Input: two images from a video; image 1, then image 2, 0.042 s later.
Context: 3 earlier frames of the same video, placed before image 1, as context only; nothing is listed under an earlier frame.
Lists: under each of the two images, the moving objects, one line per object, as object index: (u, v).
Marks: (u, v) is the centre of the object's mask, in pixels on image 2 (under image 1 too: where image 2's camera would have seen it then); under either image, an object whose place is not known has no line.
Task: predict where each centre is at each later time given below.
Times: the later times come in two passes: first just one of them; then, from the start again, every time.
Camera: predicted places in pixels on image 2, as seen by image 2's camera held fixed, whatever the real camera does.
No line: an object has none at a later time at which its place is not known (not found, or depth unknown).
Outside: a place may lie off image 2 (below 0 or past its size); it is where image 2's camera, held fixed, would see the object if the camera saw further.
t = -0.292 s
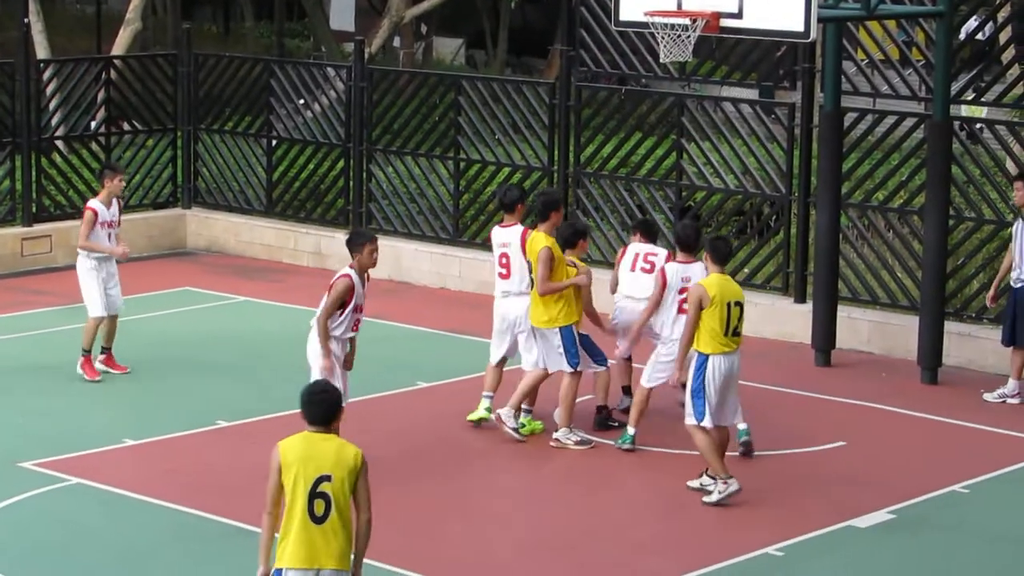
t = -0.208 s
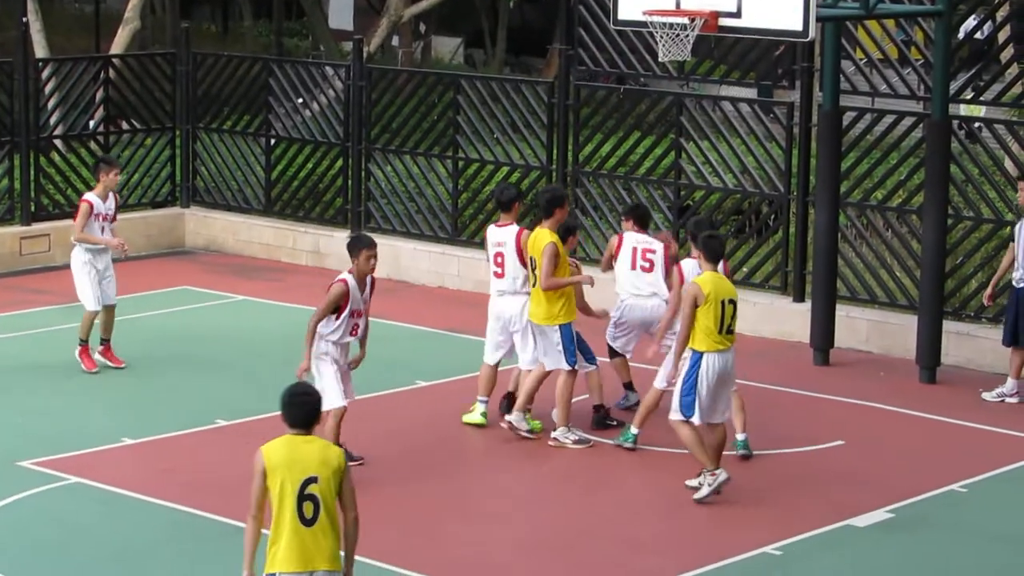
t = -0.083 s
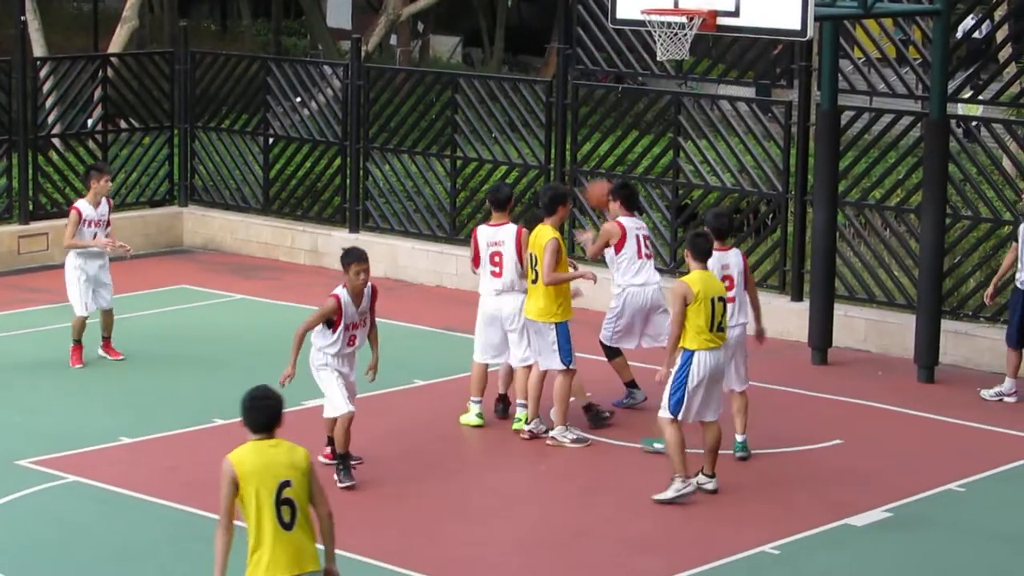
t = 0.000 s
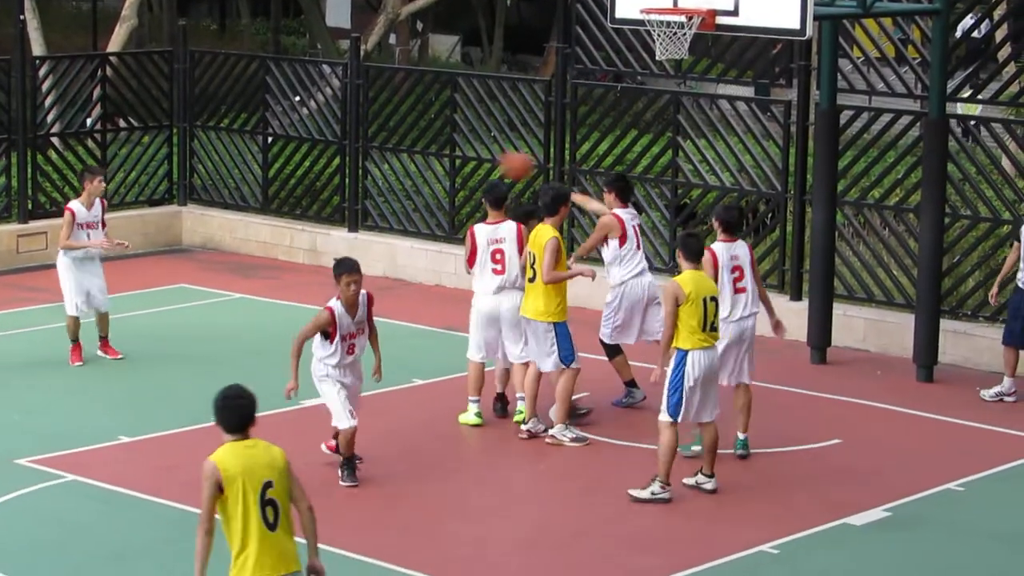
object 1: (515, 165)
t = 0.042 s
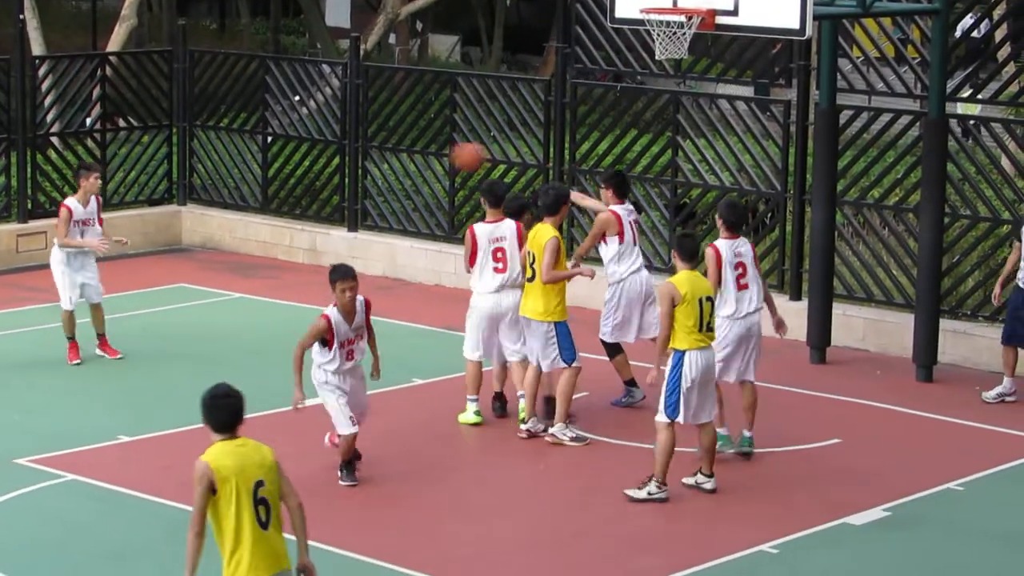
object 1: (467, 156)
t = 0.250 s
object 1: (242, 148)
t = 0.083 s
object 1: (422, 150)
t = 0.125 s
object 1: (376, 147)
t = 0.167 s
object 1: (330, 145)
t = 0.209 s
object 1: (286, 146)
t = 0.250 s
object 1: (242, 148)
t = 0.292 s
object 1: (198, 154)
